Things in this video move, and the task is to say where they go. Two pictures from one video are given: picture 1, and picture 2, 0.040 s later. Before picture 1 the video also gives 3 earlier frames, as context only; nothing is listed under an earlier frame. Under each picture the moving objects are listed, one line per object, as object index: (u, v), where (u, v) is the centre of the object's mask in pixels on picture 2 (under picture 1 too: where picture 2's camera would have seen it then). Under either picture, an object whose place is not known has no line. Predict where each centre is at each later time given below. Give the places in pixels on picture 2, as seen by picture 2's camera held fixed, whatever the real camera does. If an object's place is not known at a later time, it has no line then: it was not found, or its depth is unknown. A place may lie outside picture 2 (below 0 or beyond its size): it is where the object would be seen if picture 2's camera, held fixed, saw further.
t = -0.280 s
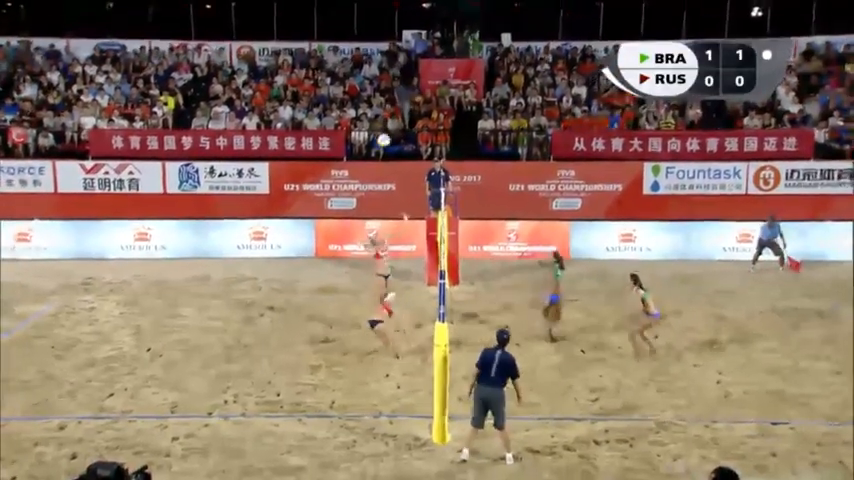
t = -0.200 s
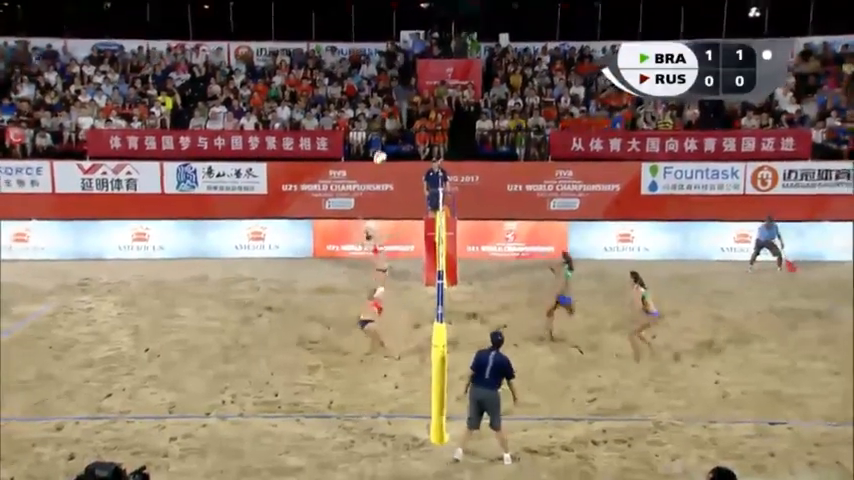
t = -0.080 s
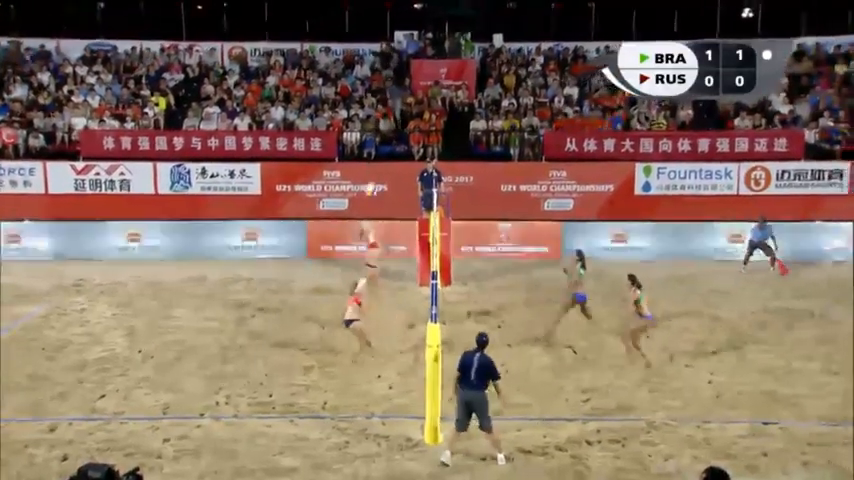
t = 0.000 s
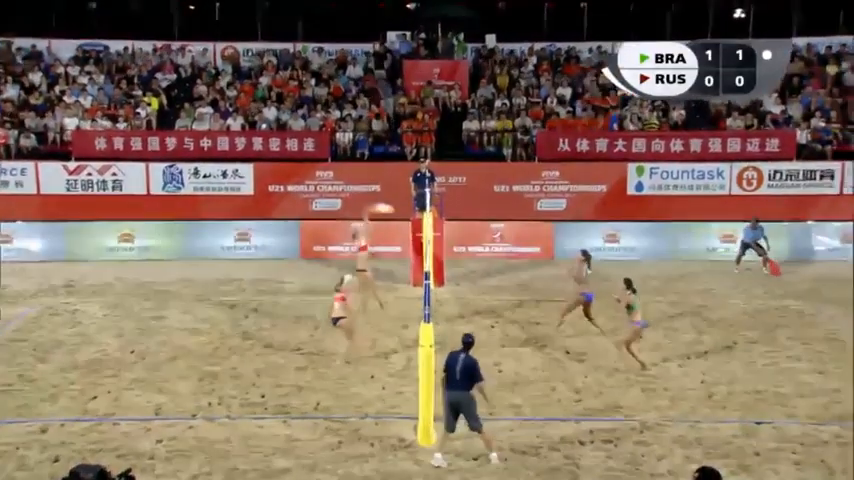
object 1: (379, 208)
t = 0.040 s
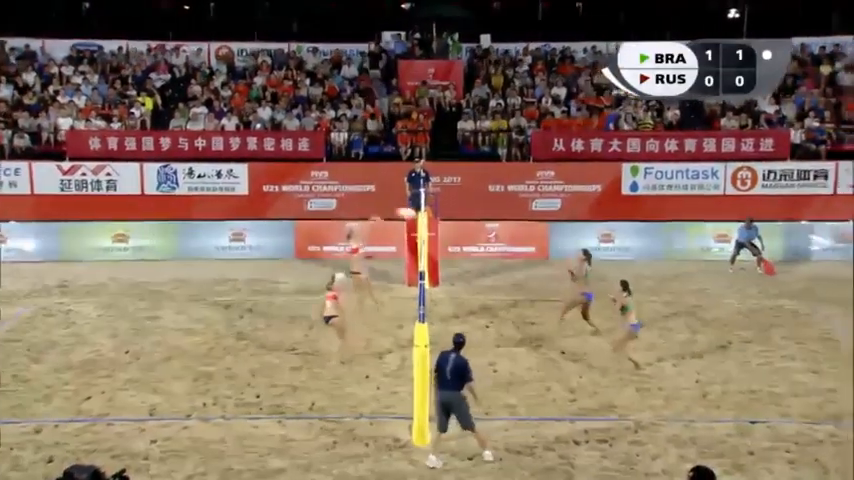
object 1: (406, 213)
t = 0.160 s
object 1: (484, 223)
